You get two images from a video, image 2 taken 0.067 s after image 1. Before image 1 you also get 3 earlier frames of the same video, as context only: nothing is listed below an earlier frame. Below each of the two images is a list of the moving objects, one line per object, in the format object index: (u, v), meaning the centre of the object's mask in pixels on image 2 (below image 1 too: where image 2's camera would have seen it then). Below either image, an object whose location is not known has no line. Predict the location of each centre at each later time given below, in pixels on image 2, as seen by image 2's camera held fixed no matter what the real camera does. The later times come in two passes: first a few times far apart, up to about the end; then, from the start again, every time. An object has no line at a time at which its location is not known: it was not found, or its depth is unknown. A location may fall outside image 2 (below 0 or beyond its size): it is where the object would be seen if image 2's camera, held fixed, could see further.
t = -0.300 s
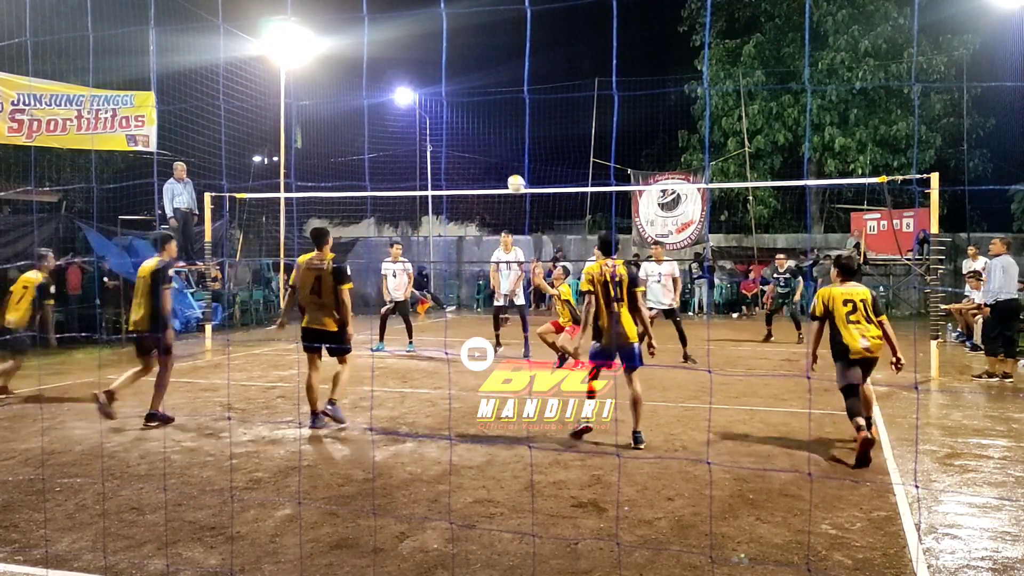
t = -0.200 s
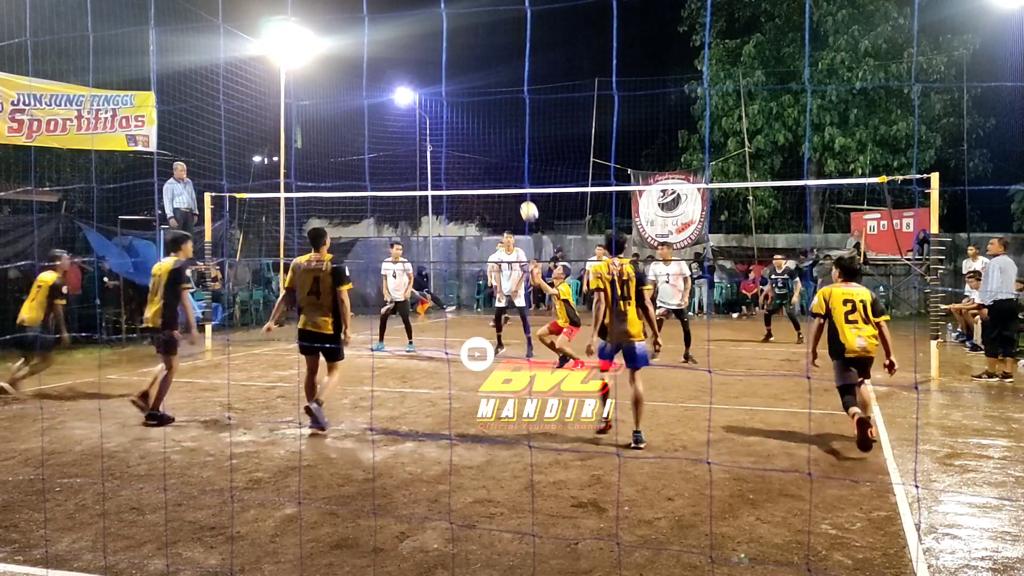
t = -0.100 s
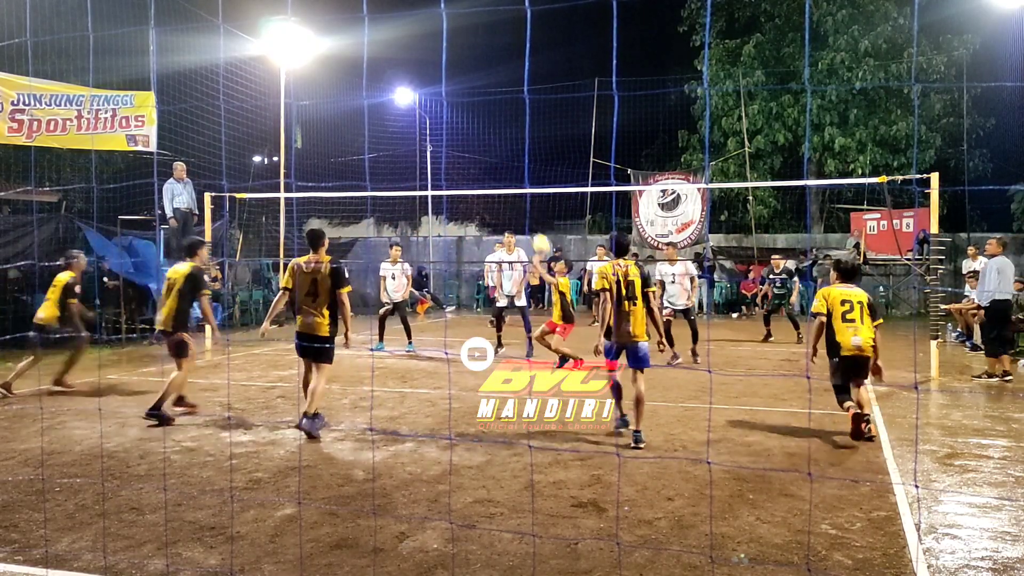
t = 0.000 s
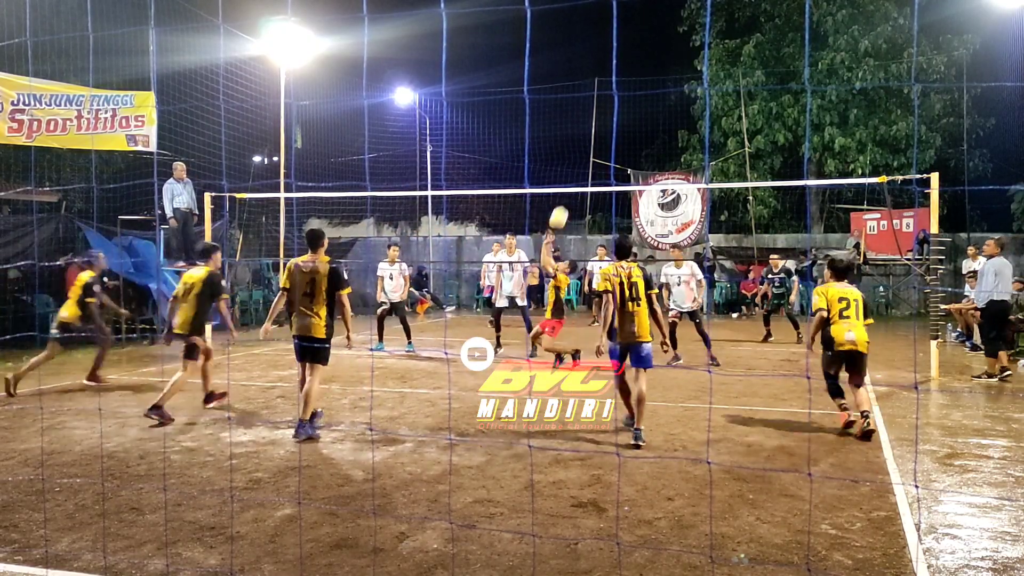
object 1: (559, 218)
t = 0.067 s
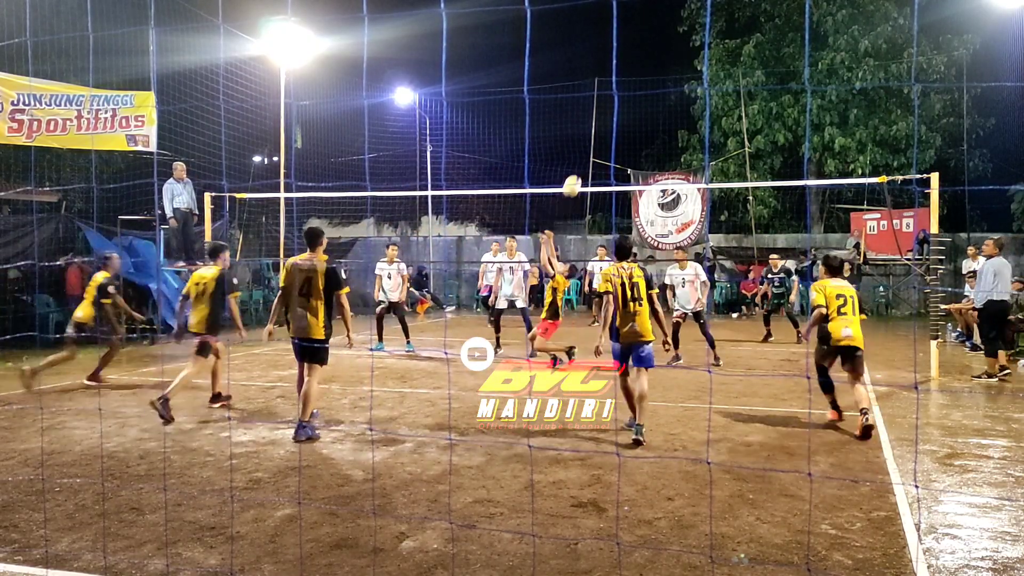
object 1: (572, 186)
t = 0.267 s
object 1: (611, 111)
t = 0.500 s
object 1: (656, 60)
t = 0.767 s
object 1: (708, 53)
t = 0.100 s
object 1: (578, 172)
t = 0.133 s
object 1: (585, 158)
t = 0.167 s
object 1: (592, 145)
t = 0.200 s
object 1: (598, 133)
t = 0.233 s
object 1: (604, 121)
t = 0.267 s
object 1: (611, 111)
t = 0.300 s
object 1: (617, 101)
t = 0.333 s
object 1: (624, 92)
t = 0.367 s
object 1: (630, 83)
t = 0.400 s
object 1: (637, 76)
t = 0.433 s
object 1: (643, 70)
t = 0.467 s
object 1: (650, 64)
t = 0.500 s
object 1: (656, 60)
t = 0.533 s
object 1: (662, 56)
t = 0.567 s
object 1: (669, 53)
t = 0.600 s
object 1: (675, 51)
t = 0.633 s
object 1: (682, 50)
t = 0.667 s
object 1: (689, 49)
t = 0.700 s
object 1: (695, 50)
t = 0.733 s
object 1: (702, 51)
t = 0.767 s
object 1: (708, 53)
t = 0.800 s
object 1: (715, 56)
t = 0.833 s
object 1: (721, 60)
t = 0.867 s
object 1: (728, 66)
